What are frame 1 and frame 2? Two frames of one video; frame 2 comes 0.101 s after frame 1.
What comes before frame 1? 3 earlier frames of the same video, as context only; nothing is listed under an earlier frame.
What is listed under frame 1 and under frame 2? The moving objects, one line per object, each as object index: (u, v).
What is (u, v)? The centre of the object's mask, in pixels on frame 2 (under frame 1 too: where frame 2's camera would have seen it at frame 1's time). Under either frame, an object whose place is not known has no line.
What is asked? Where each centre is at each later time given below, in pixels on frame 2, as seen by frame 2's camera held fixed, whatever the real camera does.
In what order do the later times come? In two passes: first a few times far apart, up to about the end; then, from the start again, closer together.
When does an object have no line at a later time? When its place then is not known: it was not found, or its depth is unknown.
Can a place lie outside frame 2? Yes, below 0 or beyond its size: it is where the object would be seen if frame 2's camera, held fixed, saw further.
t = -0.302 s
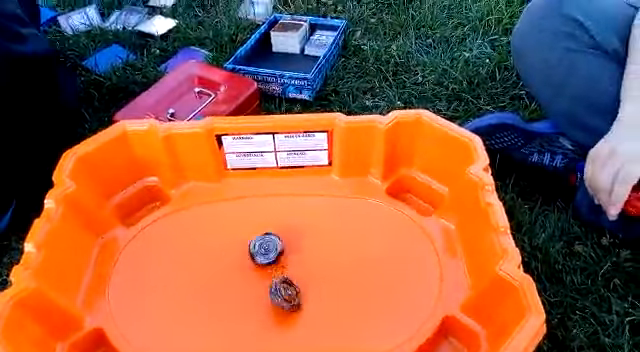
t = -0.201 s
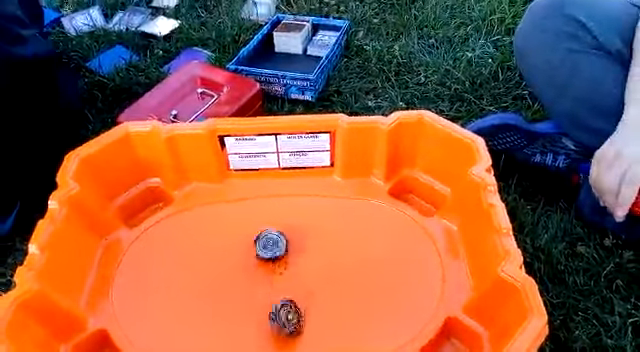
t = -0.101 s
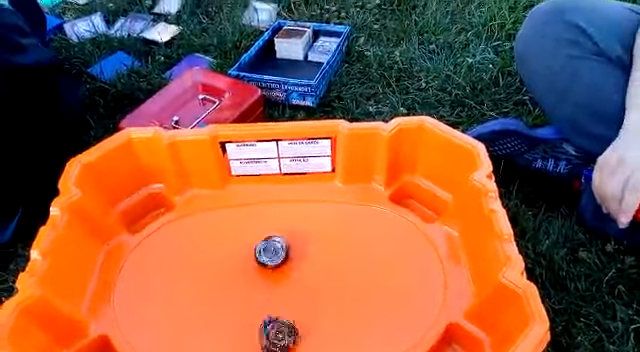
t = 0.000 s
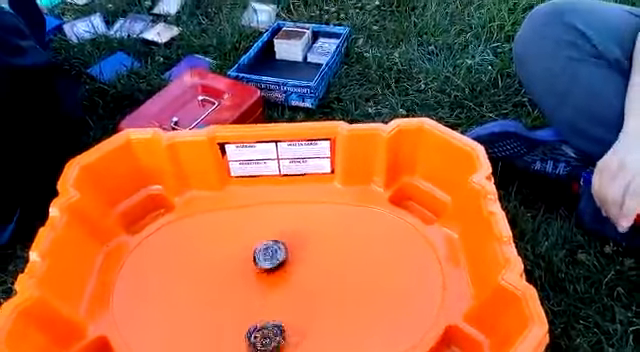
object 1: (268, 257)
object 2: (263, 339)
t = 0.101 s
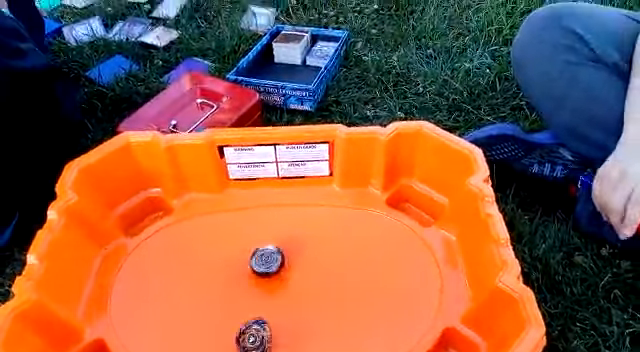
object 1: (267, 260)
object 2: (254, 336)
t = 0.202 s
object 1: (264, 263)
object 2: (250, 327)
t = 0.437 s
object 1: (255, 268)
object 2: (276, 305)
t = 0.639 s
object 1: (246, 268)
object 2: (273, 303)
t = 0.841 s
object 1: (243, 266)
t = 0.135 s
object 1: (266, 260)
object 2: (252, 334)
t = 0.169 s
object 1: (264, 261)
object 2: (250, 333)
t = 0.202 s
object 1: (264, 263)
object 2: (250, 327)
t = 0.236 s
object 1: (262, 263)
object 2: (251, 323)
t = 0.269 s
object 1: (261, 264)
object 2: (255, 317)
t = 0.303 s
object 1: (260, 266)
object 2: (259, 312)
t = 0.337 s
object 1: (259, 266)
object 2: (265, 308)
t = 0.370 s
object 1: (257, 266)
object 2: (270, 306)
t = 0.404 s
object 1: (256, 267)
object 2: (273, 305)
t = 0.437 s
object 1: (255, 268)
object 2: (276, 305)
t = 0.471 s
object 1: (253, 268)
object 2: (277, 307)
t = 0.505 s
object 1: (251, 268)
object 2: (277, 307)
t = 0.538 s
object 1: (250, 268)
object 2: (277, 306)
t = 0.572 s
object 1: (249, 268)
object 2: (276, 304)
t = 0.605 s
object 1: (247, 268)
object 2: (274, 304)
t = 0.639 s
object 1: (246, 268)
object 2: (273, 303)
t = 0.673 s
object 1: (246, 267)
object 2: (271, 303)
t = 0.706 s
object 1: (245, 266)
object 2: (269, 302)
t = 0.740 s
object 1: (243, 266)
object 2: (266, 302)
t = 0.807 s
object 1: (243, 265)
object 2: (263, 301)
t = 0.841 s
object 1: (243, 266)
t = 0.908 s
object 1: (243, 265)
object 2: (259, 302)
